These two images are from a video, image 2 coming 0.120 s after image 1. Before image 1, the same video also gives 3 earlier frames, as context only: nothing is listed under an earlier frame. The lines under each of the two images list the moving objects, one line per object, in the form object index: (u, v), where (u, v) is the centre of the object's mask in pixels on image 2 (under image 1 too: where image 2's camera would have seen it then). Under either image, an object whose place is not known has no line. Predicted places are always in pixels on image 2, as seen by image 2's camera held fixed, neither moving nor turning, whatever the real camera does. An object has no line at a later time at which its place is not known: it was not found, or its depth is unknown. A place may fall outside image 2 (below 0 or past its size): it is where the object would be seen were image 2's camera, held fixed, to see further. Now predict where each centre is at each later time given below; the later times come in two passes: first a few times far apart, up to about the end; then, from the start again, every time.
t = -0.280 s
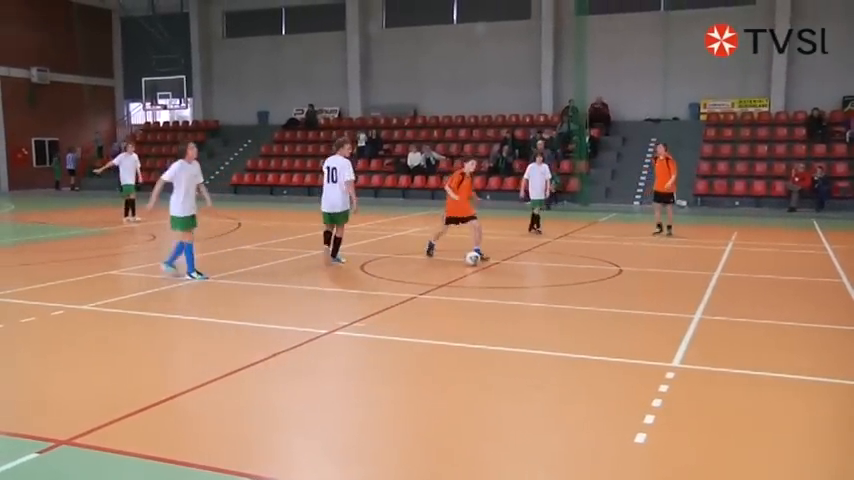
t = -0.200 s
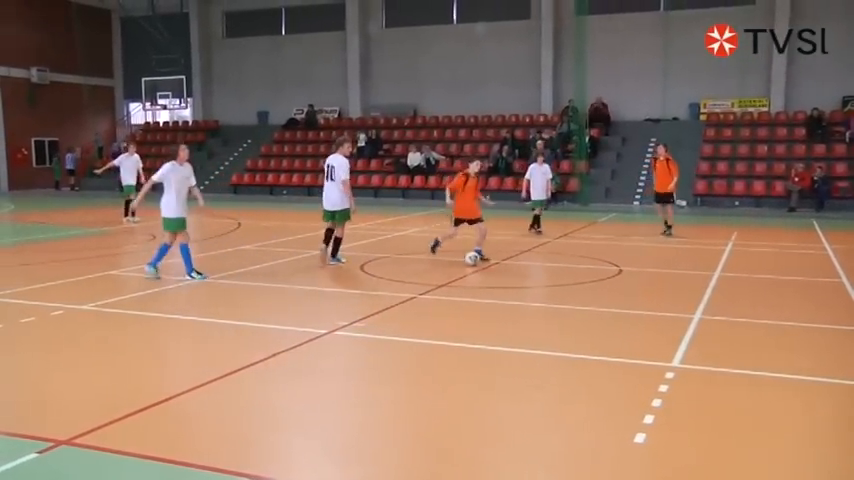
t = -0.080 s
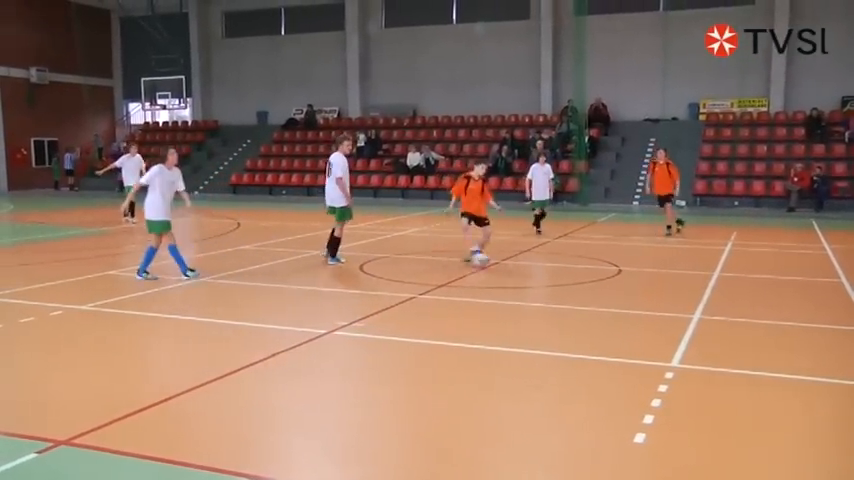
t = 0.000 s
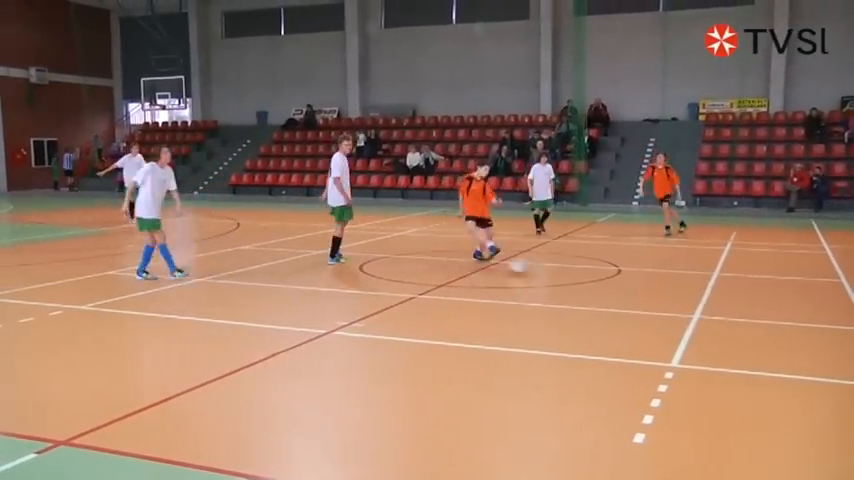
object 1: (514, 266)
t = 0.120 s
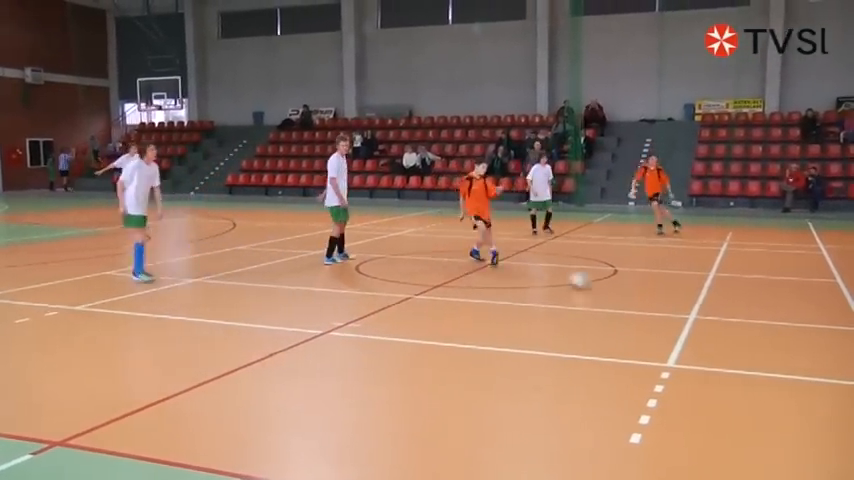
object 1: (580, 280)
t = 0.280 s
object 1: (677, 301)
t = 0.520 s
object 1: (859, 335)
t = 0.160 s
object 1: (601, 284)
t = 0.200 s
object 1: (625, 290)
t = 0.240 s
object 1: (651, 294)
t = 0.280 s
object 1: (677, 301)
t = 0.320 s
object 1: (704, 304)
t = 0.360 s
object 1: (731, 310)
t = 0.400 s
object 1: (761, 317)
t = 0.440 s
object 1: (792, 321)
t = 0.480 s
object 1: (824, 329)
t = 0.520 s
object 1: (859, 335)
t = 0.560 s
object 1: (894, 342)
